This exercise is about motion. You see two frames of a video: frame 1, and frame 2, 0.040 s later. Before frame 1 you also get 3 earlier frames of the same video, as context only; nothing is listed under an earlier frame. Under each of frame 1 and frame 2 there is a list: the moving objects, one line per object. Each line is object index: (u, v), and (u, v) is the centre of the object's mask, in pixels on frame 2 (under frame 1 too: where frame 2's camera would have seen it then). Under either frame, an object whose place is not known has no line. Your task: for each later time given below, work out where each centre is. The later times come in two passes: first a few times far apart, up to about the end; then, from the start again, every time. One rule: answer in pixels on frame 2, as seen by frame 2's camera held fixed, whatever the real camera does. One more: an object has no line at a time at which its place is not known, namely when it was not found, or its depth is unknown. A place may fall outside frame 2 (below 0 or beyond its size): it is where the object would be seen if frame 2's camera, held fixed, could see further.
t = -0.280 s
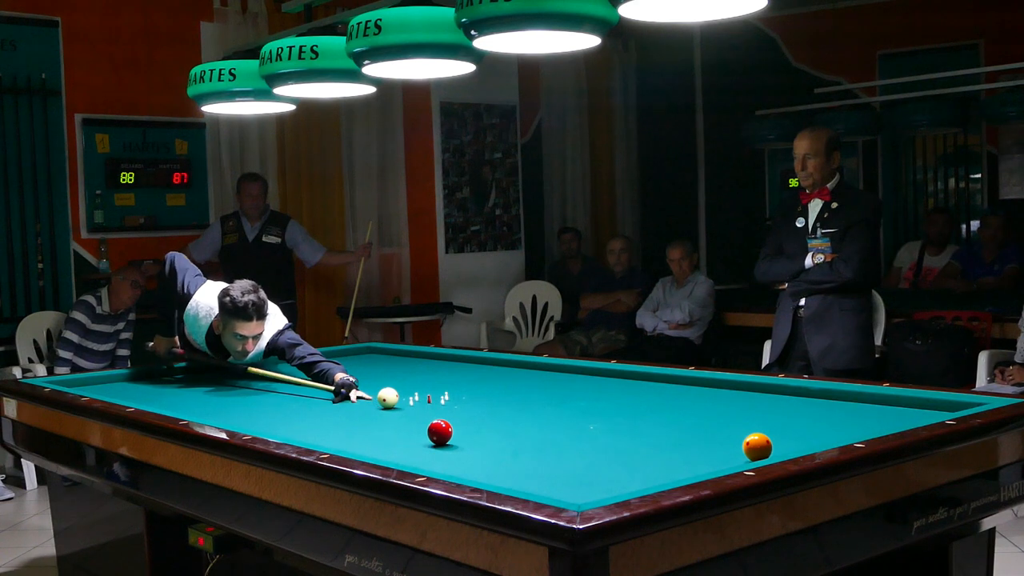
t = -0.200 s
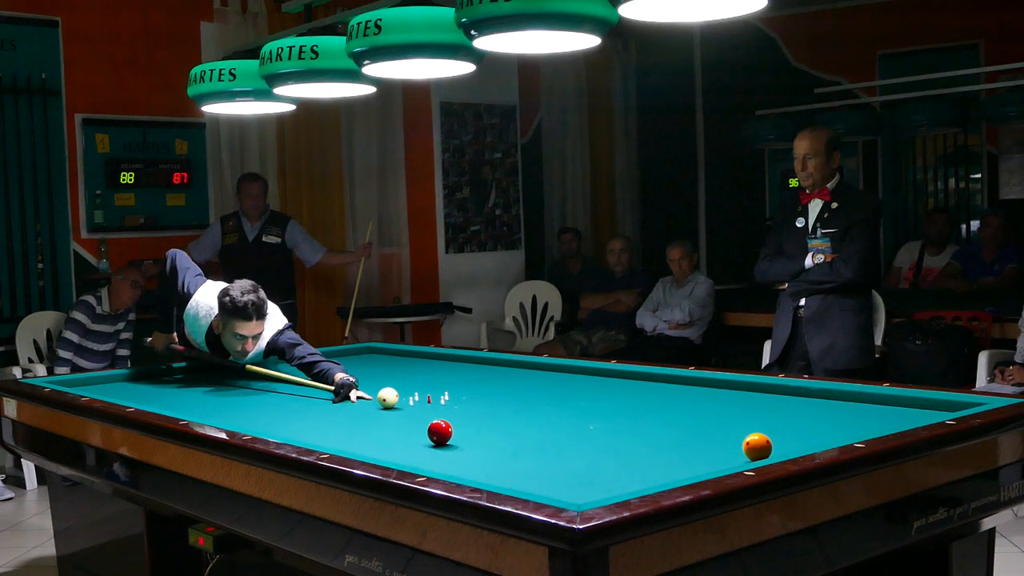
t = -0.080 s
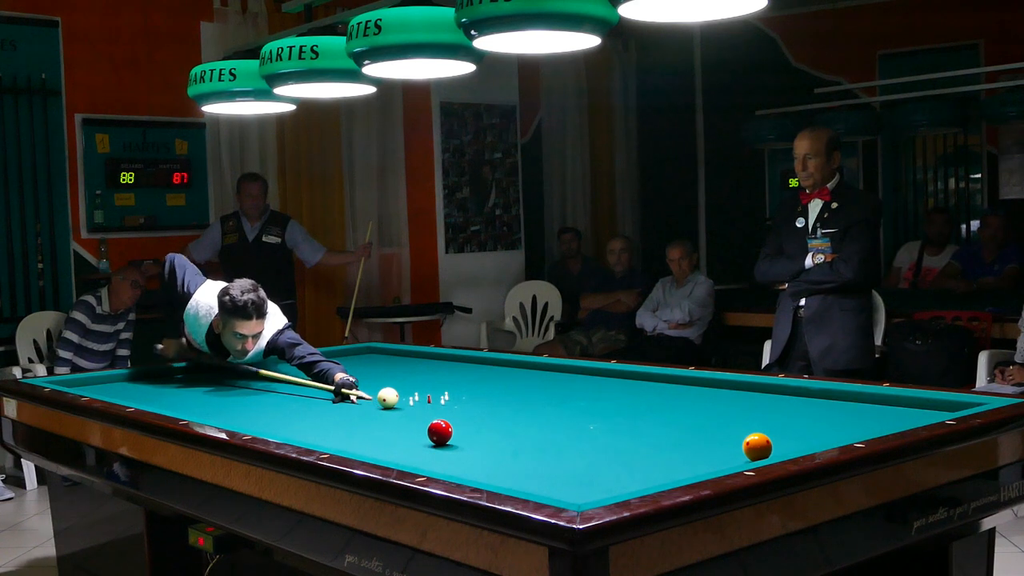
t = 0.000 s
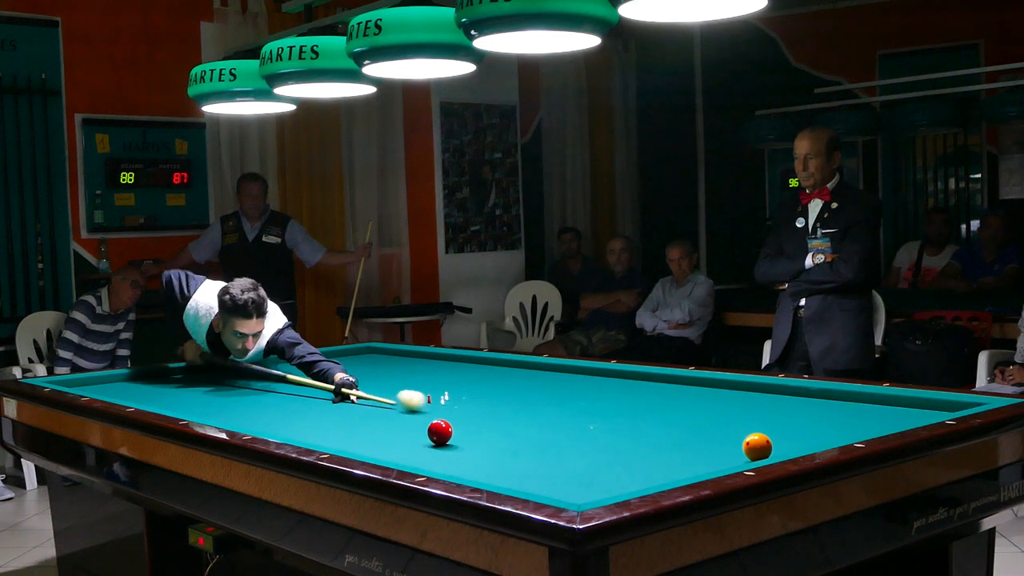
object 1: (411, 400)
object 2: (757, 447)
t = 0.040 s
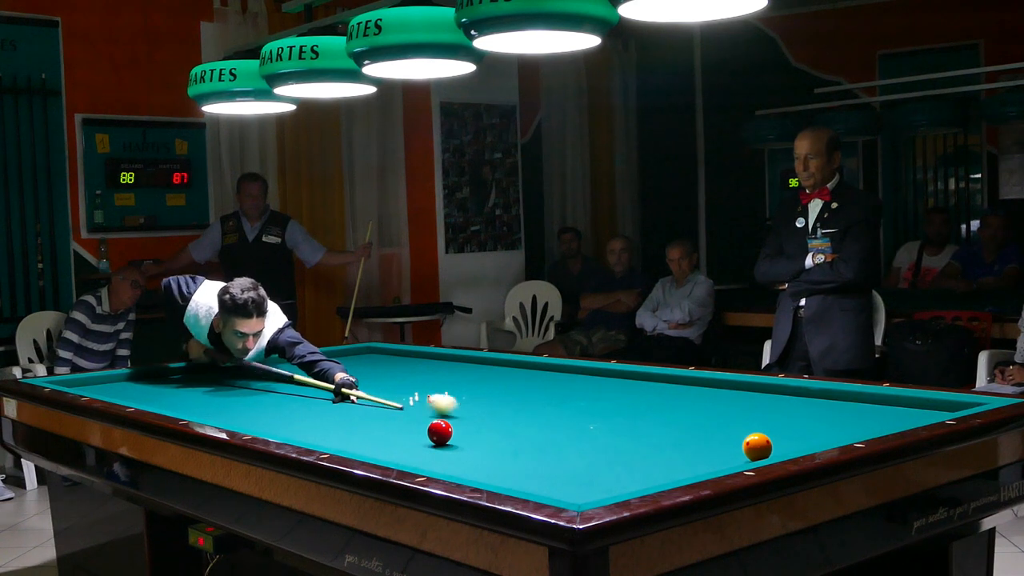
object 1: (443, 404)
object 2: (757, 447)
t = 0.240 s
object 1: (621, 428)
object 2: (757, 447)
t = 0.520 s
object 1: (712, 456)
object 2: (712, 431)
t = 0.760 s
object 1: (685, 466)
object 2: (609, 414)
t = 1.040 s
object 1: (651, 478)
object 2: (521, 398)
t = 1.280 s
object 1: (613, 488)
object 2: (460, 387)
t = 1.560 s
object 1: (577, 493)
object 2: (400, 376)
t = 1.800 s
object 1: (596, 490)
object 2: (358, 368)
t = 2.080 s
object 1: (616, 484)
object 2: (315, 360)
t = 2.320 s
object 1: (633, 480)
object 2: (301, 357)
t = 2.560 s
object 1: (648, 475)
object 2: (327, 360)
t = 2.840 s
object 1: (664, 471)
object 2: (356, 364)
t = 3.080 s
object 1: (677, 468)
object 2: (381, 367)
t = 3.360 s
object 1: (690, 464)
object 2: (413, 371)
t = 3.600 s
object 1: (701, 461)
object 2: (441, 374)
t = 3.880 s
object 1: (712, 458)
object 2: (476, 379)
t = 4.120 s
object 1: (721, 455)
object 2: (507, 383)
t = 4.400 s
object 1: (729, 453)
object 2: (546, 387)
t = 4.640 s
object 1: (736, 451)
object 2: (581, 392)
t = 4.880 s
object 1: (742, 449)
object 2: (617, 396)
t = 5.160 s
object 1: (748, 448)
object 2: (662, 402)
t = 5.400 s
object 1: (753, 446)
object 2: (703, 407)
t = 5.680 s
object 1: (759, 445)
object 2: (755, 414)
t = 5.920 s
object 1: (763, 444)
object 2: (800, 419)
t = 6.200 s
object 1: (767, 443)
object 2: (858, 425)
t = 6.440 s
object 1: (770, 443)
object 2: (864, 425)
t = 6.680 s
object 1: (772, 442)
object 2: (835, 425)
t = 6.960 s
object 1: (773, 442)
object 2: (805, 421)
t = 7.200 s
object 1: (773, 442)
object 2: (781, 418)
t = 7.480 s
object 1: (773, 442)
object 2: (754, 415)
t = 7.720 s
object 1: (773, 442)
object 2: (734, 413)
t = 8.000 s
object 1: (773, 442)
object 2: (712, 410)
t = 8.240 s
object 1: (773, 442)
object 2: (695, 408)
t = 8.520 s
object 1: (773, 442)
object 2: (676, 405)
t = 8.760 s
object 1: (773, 442)
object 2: (662, 403)
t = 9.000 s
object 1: (773, 442)
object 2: (648, 401)
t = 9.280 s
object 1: (773, 442)
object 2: (634, 399)
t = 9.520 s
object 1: (773, 442)
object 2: (623, 398)
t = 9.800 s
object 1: (773, 442)
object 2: (611, 396)
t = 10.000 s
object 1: (773, 442)
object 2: (603, 395)
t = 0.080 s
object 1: (474, 409)
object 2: (757, 447)
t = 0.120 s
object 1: (509, 412)
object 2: (757, 447)
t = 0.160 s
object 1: (544, 417)
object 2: (757, 447)
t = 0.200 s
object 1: (581, 423)
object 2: (757, 447)
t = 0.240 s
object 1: (621, 428)
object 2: (757, 447)
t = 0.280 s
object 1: (662, 434)
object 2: (757, 447)
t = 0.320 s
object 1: (704, 440)
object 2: (757, 447)
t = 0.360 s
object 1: (728, 447)
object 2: (778, 444)
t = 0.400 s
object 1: (724, 450)
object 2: (786, 443)
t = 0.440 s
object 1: (720, 452)
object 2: (760, 441)
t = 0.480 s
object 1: (716, 454)
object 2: (736, 436)
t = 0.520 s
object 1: (712, 456)
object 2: (712, 431)
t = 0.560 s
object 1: (708, 458)
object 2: (691, 429)
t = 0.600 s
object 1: (704, 459)
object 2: (672, 426)
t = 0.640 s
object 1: (699, 461)
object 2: (655, 422)
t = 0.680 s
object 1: (695, 463)
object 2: (638, 419)
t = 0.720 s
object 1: (690, 464)
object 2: (624, 417)
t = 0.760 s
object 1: (685, 466)
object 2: (609, 414)
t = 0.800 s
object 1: (680, 468)
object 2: (595, 411)
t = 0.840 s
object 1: (676, 469)
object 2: (582, 409)
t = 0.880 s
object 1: (671, 471)
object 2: (569, 406)
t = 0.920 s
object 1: (666, 472)
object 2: (556, 404)
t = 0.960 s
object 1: (661, 474)
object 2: (544, 402)
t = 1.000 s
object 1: (656, 476)
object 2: (533, 400)
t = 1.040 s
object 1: (651, 478)
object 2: (521, 398)
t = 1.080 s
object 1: (646, 479)
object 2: (510, 396)
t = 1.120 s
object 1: (641, 481)
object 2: (499, 394)
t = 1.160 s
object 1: (635, 483)
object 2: (489, 392)
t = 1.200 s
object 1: (629, 484)
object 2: (479, 390)
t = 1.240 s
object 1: (621, 486)
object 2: (470, 388)
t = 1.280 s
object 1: (613, 488)
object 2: (460, 387)
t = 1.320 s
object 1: (605, 489)
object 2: (451, 385)
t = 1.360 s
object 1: (597, 491)
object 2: (441, 383)
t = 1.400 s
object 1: (589, 492)
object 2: (433, 382)
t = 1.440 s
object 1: (582, 493)
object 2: (425, 380)
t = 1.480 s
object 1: (575, 494)
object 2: (416, 379)
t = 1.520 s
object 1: (573, 494)
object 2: (408, 377)
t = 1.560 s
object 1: (577, 493)
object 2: (400, 376)
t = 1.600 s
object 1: (580, 493)
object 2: (393, 374)
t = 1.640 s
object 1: (583, 492)
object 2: (386, 373)
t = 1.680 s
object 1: (586, 492)
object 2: (378, 371)
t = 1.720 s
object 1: (589, 491)
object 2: (371, 370)
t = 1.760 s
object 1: (592, 490)
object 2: (364, 369)
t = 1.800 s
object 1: (596, 490)
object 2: (358, 368)
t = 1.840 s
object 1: (599, 489)
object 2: (351, 366)
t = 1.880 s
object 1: (602, 488)
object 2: (345, 365)
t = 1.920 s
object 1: (605, 487)
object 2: (338, 364)
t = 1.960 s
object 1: (608, 487)
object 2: (332, 363)
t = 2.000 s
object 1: (611, 486)
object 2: (326, 362)
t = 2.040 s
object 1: (614, 485)
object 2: (320, 361)
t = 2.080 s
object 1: (616, 484)
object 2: (315, 360)
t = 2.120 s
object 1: (619, 483)
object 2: (309, 359)
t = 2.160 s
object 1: (622, 482)
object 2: (303, 358)
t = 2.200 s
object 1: (625, 482)
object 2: (298, 357)
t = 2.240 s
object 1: (628, 481)
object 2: (293, 356)
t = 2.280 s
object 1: (630, 480)
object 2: (296, 356)
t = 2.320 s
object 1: (633, 480)
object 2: (301, 357)
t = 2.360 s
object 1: (635, 479)
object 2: (306, 358)
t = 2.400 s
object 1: (638, 478)
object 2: (311, 358)
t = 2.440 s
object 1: (640, 477)
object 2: (315, 359)
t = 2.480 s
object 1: (643, 477)
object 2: (320, 359)
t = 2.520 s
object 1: (645, 476)
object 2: (324, 360)
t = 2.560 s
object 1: (648, 475)
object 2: (327, 360)
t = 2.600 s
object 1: (650, 475)
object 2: (332, 361)
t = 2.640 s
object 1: (653, 474)
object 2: (336, 361)
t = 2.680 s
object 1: (655, 473)
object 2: (339, 362)
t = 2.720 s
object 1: (657, 473)
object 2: (343, 362)
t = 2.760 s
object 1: (659, 472)
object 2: (348, 363)
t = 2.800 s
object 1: (662, 472)
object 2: (352, 364)
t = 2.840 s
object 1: (664, 471)
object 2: (356, 364)
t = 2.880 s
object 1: (666, 470)
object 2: (360, 364)
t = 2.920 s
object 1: (668, 470)
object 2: (364, 365)
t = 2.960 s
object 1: (670, 469)
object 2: (368, 365)
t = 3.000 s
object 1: (672, 469)
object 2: (373, 366)
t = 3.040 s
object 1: (674, 468)
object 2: (377, 366)
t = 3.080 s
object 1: (677, 468)
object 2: (381, 367)
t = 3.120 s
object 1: (678, 467)
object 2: (386, 367)
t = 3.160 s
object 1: (681, 466)
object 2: (390, 368)
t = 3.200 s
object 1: (682, 466)
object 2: (395, 369)
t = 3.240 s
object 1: (684, 465)
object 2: (399, 369)
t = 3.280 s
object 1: (686, 465)
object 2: (404, 369)
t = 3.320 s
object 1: (688, 464)
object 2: (408, 370)
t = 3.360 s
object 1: (690, 464)
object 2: (413, 371)
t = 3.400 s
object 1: (692, 463)
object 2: (418, 371)
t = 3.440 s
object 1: (694, 463)
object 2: (422, 372)
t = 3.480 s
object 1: (695, 462)
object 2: (427, 372)
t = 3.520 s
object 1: (697, 462)
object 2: (431, 373)
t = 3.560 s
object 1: (699, 461)
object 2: (436, 373)
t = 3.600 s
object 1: (701, 461)
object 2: (441, 374)
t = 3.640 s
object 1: (702, 460)
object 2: (446, 375)
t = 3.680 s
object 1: (704, 460)
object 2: (451, 376)
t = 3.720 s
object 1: (706, 459)
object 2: (456, 376)
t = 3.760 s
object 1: (707, 459)
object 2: (461, 377)
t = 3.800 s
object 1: (709, 459)
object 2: (466, 378)
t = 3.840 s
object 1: (710, 458)
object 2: (471, 378)
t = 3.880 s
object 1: (712, 458)
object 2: (476, 379)
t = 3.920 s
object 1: (713, 457)
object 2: (481, 379)
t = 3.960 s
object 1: (715, 457)
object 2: (486, 380)
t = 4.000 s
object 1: (716, 456)
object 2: (491, 381)
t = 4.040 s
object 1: (718, 456)
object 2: (497, 381)
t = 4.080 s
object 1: (719, 456)
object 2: (502, 382)
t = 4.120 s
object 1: (721, 455)
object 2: (507, 383)
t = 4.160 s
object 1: (722, 455)
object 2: (513, 383)
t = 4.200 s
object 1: (723, 455)
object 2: (518, 384)
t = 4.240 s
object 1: (725, 454)
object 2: (523, 385)
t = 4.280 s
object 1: (726, 454)
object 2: (529, 385)
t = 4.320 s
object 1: (727, 453)
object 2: (535, 386)
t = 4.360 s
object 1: (728, 453)
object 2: (540, 387)
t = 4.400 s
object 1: (729, 453)
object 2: (546, 387)
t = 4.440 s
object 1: (731, 452)
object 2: (551, 388)
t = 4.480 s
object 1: (732, 452)
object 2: (557, 389)
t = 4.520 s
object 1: (733, 452)
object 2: (563, 390)
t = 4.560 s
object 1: (734, 452)
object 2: (569, 390)
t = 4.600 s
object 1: (735, 451)
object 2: (575, 391)
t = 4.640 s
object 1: (736, 451)
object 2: (581, 392)
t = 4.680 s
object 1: (737, 451)
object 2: (587, 392)
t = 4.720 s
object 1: (738, 450)
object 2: (593, 393)
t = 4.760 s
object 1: (739, 450)
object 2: (599, 394)
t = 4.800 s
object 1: (740, 450)
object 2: (605, 395)
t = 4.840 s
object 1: (741, 450)
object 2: (611, 396)
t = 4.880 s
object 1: (742, 449)
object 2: (617, 396)
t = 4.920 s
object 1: (742, 449)
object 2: (623, 397)
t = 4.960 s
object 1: (743, 449)
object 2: (630, 398)
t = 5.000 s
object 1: (744, 449)
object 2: (636, 399)
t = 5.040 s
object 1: (745, 448)
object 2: (642, 399)
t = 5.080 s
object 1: (746, 448)
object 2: (649, 400)
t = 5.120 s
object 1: (747, 448)
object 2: (656, 401)
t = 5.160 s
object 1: (748, 448)
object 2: (662, 402)
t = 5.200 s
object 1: (749, 447)
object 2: (669, 403)
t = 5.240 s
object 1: (750, 447)
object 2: (676, 404)
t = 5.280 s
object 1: (751, 447)
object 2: (682, 405)
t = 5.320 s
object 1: (752, 446)
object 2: (689, 405)
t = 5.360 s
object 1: (752, 446)
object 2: (696, 406)
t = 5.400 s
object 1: (753, 446)
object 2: (703, 407)
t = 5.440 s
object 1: (754, 446)
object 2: (710, 408)
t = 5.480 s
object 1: (755, 446)
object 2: (718, 409)
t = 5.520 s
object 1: (756, 446)
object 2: (725, 410)
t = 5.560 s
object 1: (757, 445)
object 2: (732, 411)
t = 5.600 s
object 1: (757, 445)
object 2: (740, 412)
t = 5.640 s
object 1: (758, 445)
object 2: (747, 413)
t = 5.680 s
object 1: (759, 445)
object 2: (755, 414)
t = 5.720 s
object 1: (760, 445)
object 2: (762, 414)
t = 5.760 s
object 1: (760, 445)
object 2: (770, 415)
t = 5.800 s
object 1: (761, 444)
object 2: (777, 416)
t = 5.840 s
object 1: (762, 444)
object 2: (785, 417)
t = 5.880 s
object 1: (762, 444)
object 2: (793, 418)
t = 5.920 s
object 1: (763, 444)
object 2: (800, 419)
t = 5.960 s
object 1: (764, 444)
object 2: (809, 420)
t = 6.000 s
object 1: (765, 444)
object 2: (817, 421)
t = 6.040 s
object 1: (765, 444)
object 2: (825, 423)
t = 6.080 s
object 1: (766, 444)
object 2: (833, 424)
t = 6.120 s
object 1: (766, 444)
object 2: (841, 425)
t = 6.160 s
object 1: (767, 443)
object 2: (849, 425)
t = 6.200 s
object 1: (767, 443)
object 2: (858, 425)
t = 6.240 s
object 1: (768, 443)
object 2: (866, 425)
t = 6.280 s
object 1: (768, 443)
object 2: (874, 424)
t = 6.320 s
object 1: (769, 443)
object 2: (881, 424)
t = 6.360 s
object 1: (769, 443)
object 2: (875, 425)
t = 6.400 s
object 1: (770, 443)
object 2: (869, 425)
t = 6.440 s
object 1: (770, 443)
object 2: (864, 425)
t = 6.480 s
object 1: (770, 443)
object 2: (859, 425)
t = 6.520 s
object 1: (771, 443)
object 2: (854, 425)
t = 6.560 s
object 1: (771, 443)
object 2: (850, 425)
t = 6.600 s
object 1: (772, 443)
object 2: (845, 425)
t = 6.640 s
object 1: (772, 443)
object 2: (840, 425)
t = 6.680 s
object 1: (772, 442)
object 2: (835, 425)
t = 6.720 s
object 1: (772, 442)
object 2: (831, 424)
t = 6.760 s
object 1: (772, 443)
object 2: (826, 424)
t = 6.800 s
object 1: (772, 442)
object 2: (822, 423)
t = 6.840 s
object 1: (772, 442)
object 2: (818, 422)
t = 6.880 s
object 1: (773, 442)
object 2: (813, 422)
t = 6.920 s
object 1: (773, 442)
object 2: (809, 422)
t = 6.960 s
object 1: (773, 442)
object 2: (805, 421)
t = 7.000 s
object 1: (773, 442)
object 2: (800, 421)
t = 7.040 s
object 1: (773, 442)
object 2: (797, 420)
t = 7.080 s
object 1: (773, 442)
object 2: (792, 419)
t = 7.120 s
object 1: (773, 442)
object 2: (788, 419)
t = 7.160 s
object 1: (773, 442)
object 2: (785, 418)
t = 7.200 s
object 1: (773, 442)
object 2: (781, 418)
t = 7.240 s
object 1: (773, 442)
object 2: (777, 417)
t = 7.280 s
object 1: (773, 442)
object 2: (773, 416)
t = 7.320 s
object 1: (773, 442)
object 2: (769, 416)
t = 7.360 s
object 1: (773, 442)
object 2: (765, 416)
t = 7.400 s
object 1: (773, 442)
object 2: (761, 416)
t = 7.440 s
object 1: (773, 442)
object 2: (758, 415)
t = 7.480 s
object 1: (773, 442)
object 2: (754, 415)
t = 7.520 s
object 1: (773, 442)
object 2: (751, 414)
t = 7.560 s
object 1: (773, 442)
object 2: (747, 414)
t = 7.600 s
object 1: (773, 442)
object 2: (743, 414)
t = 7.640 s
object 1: (773, 442)
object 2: (740, 413)
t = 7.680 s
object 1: (773, 442)
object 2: (737, 413)
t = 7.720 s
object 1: (773, 442)
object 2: (734, 413)
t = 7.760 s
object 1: (773, 442)
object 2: (730, 412)
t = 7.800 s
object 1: (773, 442)
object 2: (727, 412)
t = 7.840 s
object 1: (773, 442)
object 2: (724, 411)
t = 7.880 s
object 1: (773, 442)
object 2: (721, 411)
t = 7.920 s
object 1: (773, 442)
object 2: (718, 411)
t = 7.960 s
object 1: (773, 442)
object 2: (715, 410)
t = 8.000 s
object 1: (773, 442)
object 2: (712, 410)
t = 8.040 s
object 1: (773, 442)
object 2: (709, 410)
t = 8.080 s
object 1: (773, 442)
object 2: (706, 409)
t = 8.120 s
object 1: (773, 442)
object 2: (703, 409)
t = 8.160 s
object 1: (773, 442)
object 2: (700, 408)
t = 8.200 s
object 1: (773, 442)
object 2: (697, 408)
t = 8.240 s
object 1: (773, 442)
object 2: (695, 408)
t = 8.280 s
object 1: (773, 442)
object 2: (692, 407)
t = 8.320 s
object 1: (773, 442)
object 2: (689, 407)
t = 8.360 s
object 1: (773, 442)
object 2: (687, 406)
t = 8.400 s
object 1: (773, 442)
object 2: (684, 406)
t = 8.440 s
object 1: (773, 442)
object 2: (681, 406)
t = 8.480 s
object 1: (773, 442)
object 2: (679, 405)
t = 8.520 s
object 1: (773, 442)
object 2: (676, 405)
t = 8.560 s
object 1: (773, 442)
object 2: (674, 405)
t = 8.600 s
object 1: (773, 442)
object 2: (671, 405)
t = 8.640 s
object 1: (773, 442)
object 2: (669, 404)
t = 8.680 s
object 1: (773, 442)
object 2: (666, 404)
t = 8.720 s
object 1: (773, 442)
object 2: (664, 404)
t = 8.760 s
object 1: (773, 442)
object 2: (662, 403)
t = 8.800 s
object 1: (773, 442)
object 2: (659, 403)
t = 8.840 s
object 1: (773, 442)
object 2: (657, 403)
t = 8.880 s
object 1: (773, 442)
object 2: (655, 402)
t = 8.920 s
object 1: (773, 442)
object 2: (653, 402)
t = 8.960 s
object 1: (773, 442)
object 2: (650, 402)
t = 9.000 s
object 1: (773, 442)
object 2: (648, 401)
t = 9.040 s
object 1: (773, 442)
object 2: (646, 401)
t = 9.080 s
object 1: (773, 442)
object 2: (644, 401)
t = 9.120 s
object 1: (773, 442)
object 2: (642, 400)
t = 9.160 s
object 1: (773, 442)
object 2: (640, 400)
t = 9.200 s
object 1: (773, 442)
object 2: (638, 400)
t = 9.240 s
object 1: (773, 442)
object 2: (636, 400)
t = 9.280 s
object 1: (773, 442)
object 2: (634, 399)
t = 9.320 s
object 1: (773, 442)
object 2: (632, 399)
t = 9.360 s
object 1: (773, 442)
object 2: (630, 399)
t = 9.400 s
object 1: (773, 442)
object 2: (629, 399)
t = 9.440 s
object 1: (773, 442)
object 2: (627, 399)
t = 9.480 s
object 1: (773, 442)
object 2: (625, 398)
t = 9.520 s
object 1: (773, 442)
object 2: (623, 398)
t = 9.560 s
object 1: (773, 442)
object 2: (621, 398)
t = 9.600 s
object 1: (773, 442)
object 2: (620, 397)
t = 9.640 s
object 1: (773, 442)
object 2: (618, 397)
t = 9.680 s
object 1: (773, 442)
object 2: (616, 397)
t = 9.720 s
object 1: (773, 442)
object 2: (614, 397)
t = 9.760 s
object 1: (773, 442)
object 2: (613, 397)
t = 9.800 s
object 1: (773, 442)
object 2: (611, 396)
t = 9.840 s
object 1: (773, 442)
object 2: (609, 396)
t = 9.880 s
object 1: (773, 442)
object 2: (608, 396)
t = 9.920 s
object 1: (773, 442)
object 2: (606, 396)
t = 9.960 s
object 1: (773, 442)
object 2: (604, 396)
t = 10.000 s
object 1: (773, 442)
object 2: (603, 395)
